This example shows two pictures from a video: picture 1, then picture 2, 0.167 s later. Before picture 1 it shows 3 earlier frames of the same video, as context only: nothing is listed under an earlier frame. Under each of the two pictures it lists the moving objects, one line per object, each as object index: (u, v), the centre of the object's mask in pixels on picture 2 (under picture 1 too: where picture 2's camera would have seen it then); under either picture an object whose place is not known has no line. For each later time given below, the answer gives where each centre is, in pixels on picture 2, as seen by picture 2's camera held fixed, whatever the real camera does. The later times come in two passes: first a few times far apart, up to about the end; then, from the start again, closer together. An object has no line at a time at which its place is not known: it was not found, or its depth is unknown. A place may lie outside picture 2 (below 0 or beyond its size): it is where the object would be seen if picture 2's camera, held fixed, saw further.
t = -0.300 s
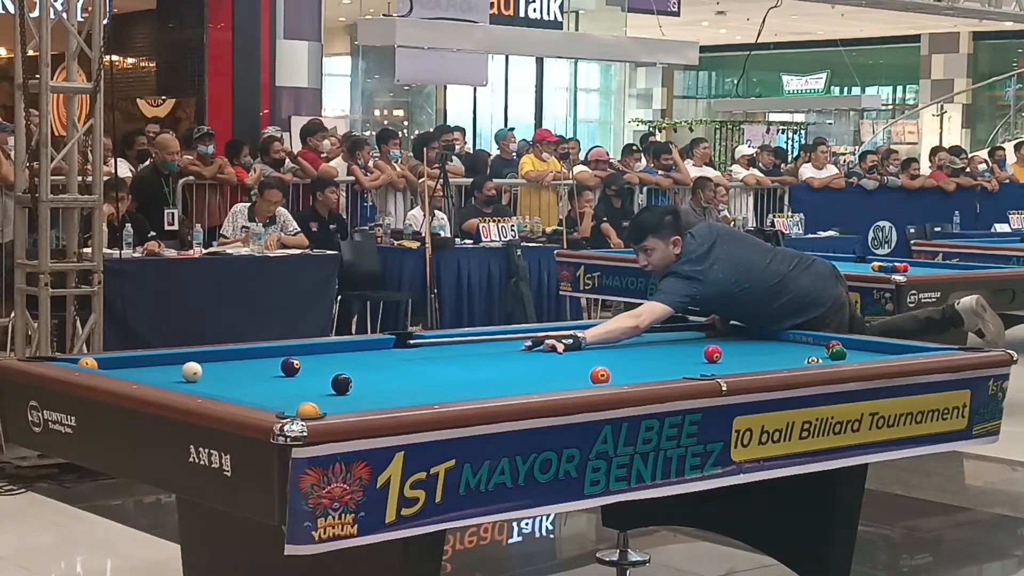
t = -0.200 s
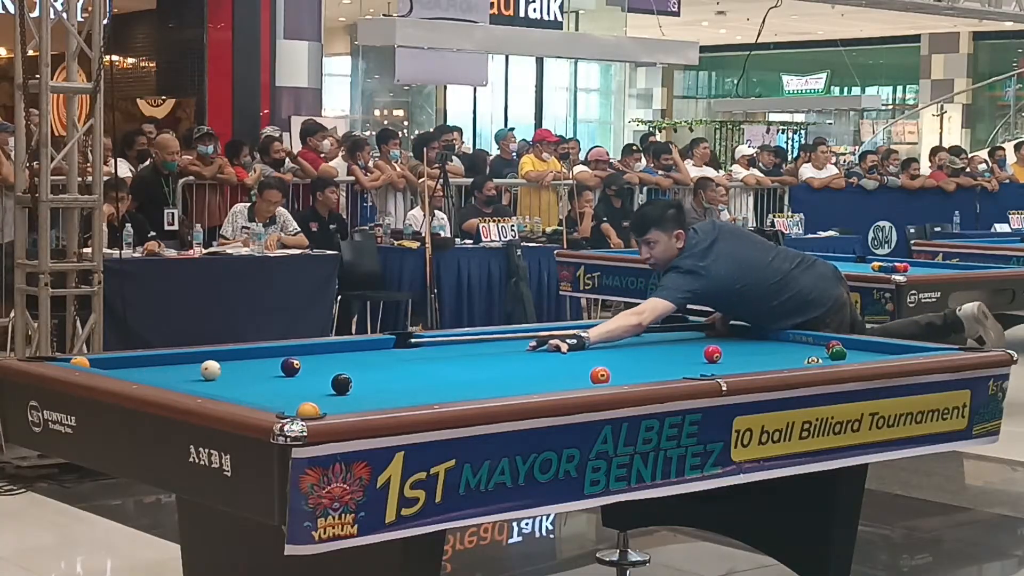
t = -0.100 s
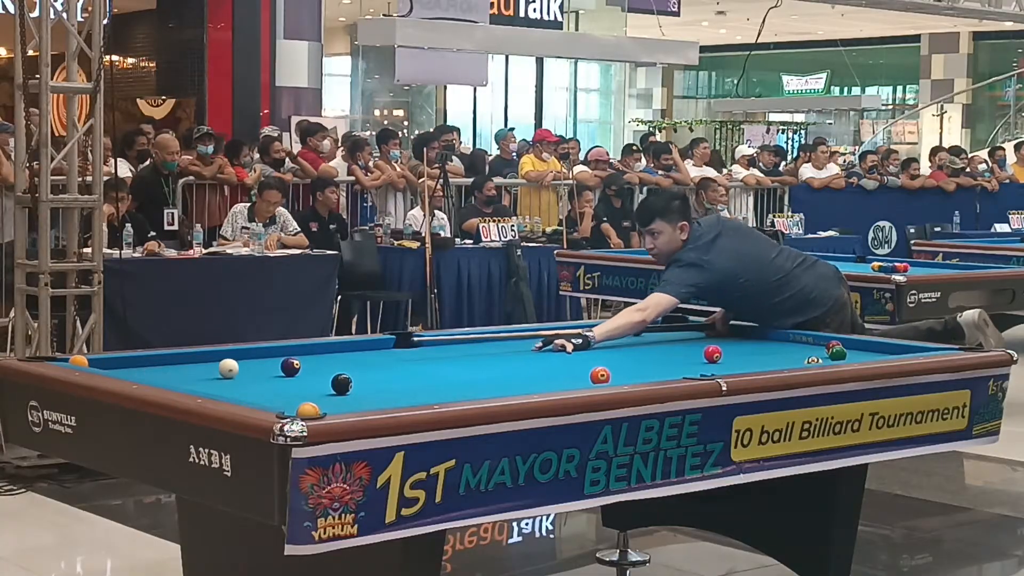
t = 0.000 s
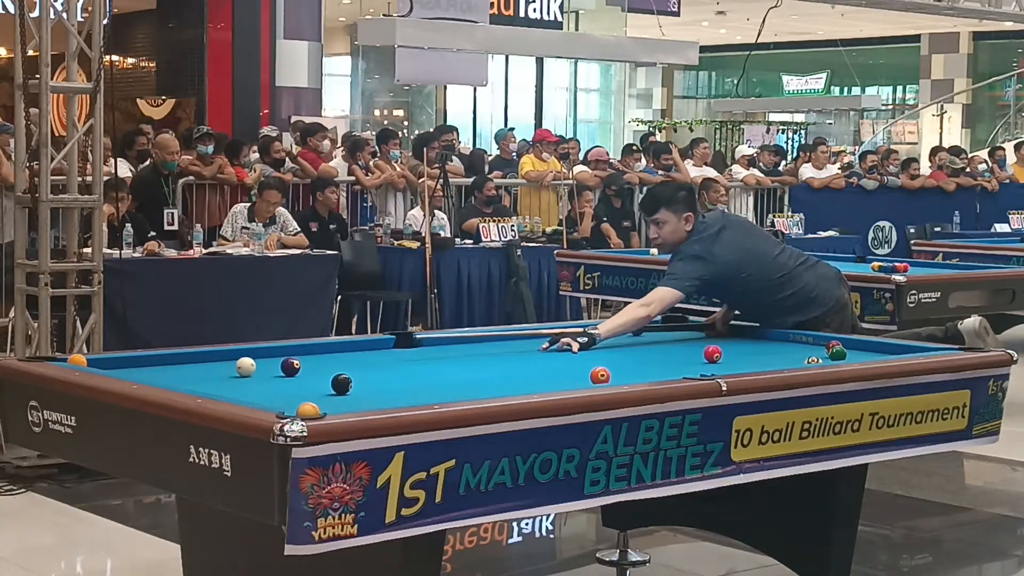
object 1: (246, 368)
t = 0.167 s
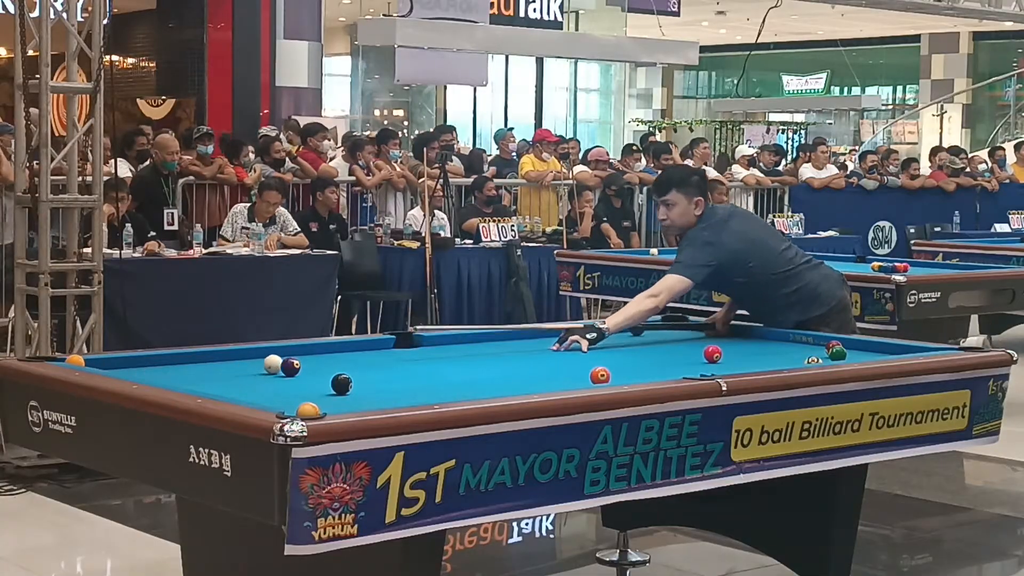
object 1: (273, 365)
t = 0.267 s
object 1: (287, 357)
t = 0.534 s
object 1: (329, 359)
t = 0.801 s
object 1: (365, 356)
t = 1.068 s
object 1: (398, 353)
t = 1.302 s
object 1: (424, 350)
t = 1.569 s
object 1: (452, 347)
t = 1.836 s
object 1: (478, 345)
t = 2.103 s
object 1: (502, 342)
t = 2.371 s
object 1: (523, 340)
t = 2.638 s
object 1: (542, 339)
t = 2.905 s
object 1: (560, 337)
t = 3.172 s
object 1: (576, 335)
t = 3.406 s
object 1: (589, 335)
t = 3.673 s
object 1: (603, 333)
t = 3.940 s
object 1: (616, 332)
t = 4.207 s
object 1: (628, 331)
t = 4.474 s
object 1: (637, 330)
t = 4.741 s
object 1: (645, 329)
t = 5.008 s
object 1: (654, 329)
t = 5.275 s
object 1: (660, 329)
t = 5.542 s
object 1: (665, 328)
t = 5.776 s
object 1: (668, 328)
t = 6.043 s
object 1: (671, 328)
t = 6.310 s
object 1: (672, 328)
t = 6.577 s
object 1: (673, 328)
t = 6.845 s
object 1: (673, 328)
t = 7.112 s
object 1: (672, 328)
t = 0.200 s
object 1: (276, 363)
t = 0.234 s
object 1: (280, 360)
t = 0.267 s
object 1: (287, 357)
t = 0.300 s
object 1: (296, 357)
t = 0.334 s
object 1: (302, 360)
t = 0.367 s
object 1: (305, 361)
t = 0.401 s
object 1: (309, 361)
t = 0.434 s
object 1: (314, 361)
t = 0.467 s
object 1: (319, 360)
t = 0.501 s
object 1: (324, 360)
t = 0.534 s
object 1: (329, 359)
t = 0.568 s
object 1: (333, 359)
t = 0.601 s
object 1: (338, 358)
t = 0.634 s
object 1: (343, 358)
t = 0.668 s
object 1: (347, 357)
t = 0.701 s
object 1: (352, 357)
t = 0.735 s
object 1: (356, 357)
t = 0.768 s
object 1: (361, 356)
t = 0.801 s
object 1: (365, 356)
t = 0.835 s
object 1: (369, 355)
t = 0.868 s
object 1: (374, 355)
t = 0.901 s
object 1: (378, 355)
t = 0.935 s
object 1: (382, 354)
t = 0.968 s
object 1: (386, 354)
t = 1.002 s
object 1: (390, 354)
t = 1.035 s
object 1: (394, 353)
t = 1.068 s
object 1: (398, 353)
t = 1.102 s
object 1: (402, 352)
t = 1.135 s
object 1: (406, 352)
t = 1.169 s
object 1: (410, 352)
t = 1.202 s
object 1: (413, 351)
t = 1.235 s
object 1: (417, 351)
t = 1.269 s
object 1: (421, 351)
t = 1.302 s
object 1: (424, 350)
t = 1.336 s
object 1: (428, 350)
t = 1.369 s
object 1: (432, 350)
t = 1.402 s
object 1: (435, 349)
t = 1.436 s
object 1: (439, 349)
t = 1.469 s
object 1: (442, 348)
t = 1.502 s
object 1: (446, 348)
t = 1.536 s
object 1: (449, 348)
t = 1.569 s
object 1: (452, 347)
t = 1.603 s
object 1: (456, 347)
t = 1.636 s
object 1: (459, 347)
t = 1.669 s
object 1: (462, 346)
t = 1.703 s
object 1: (465, 346)
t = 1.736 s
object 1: (469, 346)
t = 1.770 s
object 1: (472, 345)
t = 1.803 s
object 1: (475, 345)
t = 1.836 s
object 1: (478, 345)
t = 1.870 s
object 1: (481, 344)
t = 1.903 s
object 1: (484, 344)
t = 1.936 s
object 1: (487, 344)
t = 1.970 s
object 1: (490, 344)
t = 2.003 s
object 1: (493, 343)
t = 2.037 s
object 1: (496, 343)
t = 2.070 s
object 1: (499, 343)
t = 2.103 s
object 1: (502, 342)
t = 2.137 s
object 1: (504, 343)
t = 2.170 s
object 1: (507, 342)
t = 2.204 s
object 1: (510, 342)
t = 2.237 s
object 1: (512, 342)
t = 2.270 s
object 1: (515, 341)
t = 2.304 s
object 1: (518, 341)
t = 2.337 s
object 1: (520, 341)
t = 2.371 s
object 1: (523, 340)
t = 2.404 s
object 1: (525, 340)
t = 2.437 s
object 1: (528, 340)
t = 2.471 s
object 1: (530, 339)
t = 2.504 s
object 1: (533, 340)
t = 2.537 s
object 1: (535, 339)
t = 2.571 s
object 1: (538, 339)
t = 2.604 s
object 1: (540, 339)
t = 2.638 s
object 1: (542, 339)
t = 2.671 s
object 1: (544, 338)
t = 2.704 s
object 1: (547, 338)
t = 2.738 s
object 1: (549, 338)
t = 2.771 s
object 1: (551, 338)
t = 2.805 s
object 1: (553, 338)
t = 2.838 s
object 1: (555, 337)
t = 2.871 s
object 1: (557, 337)
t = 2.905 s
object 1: (560, 337)
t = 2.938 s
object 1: (562, 337)
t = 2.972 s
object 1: (564, 337)
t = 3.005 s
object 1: (566, 336)
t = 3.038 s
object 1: (568, 336)
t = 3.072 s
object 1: (570, 336)
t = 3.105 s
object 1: (572, 336)
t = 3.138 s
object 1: (574, 336)
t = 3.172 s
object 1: (576, 335)
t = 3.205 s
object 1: (578, 335)
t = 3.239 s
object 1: (580, 335)
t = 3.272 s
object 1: (582, 335)
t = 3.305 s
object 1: (584, 335)
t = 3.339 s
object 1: (585, 335)
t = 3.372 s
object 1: (587, 335)
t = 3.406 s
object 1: (589, 335)
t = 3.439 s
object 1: (591, 334)
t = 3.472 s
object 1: (593, 334)
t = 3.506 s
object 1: (595, 334)
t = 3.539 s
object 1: (596, 334)
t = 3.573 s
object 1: (598, 334)
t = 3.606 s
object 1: (600, 333)
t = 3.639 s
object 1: (602, 333)
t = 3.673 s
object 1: (603, 333)
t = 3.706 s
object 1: (605, 333)
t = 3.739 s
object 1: (607, 333)
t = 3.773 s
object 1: (608, 333)
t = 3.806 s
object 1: (610, 333)
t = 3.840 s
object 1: (612, 333)
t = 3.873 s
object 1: (613, 332)
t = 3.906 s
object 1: (615, 332)
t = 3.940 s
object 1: (616, 332)
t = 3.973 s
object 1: (618, 332)
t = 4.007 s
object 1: (619, 332)
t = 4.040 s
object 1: (621, 332)
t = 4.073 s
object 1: (622, 332)
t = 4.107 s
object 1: (623, 332)
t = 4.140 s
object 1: (625, 331)
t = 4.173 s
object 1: (626, 331)
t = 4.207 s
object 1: (628, 331)
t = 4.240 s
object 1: (629, 331)
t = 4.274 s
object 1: (630, 331)
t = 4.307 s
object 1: (631, 331)
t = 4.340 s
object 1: (633, 331)
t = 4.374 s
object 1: (634, 331)
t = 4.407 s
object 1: (635, 330)
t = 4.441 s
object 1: (636, 330)
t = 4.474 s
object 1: (637, 330)
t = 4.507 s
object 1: (638, 330)
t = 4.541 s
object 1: (639, 330)
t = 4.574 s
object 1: (640, 330)
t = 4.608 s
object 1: (642, 330)
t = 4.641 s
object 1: (643, 330)
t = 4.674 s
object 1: (644, 330)
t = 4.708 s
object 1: (645, 329)
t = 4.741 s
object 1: (645, 329)
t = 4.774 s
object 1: (647, 329)
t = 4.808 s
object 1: (647, 329)
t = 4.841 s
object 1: (648, 329)
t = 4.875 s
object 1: (649, 329)
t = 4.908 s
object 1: (650, 329)
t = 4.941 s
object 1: (652, 329)
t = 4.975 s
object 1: (653, 329)
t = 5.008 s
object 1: (654, 329)
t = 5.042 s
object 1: (654, 329)
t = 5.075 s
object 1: (655, 329)
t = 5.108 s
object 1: (656, 329)
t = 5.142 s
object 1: (657, 329)
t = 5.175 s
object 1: (658, 329)
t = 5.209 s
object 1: (658, 329)
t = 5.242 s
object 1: (659, 329)
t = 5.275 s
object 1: (660, 329)
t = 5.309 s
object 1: (661, 329)
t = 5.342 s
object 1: (661, 328)
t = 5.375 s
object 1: (662, 329)
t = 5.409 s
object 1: (663, 328)
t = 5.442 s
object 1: (663, 328)
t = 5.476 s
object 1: (664, 328)
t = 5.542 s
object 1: (665, 328)
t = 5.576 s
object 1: (665, 328)
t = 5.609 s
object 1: (666, 328)
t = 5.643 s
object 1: (666, 328)
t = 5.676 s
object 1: (667, 328)
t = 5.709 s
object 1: (667, 328)
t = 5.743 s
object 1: (668, 328)
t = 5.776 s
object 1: (668, 328)
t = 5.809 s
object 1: (669, 328)
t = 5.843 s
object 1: (669, 328)
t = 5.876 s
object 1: (669, 328)
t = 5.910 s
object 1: (670, 328)
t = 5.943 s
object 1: (670, 328)
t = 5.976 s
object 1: (670, 328)
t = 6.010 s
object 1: (670, 328)
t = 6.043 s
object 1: (671, 328)
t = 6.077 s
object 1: (671, 328)
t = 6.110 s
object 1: (671, 328)
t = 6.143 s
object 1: (671, 328)
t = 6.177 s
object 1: (671, 328)
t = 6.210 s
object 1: (672, 328)
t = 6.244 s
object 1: (672, 328)
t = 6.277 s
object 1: (672, 328)
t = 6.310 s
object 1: (672, 328)
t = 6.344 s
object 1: (672, 328)
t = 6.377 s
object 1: (672, 328)
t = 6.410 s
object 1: (673, 328)
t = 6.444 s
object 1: (673, 328)
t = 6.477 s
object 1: (673, 328)
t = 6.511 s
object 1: (673, 328)
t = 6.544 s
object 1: (673, 328)
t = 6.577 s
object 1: (673, 328)
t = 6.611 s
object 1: (673, 328)
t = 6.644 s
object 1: (673, 328)
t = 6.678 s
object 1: (673, 328)
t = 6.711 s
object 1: (673, 328)
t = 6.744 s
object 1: (673, 328)
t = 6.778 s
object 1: (673, 328)
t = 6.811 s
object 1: (673, 328)
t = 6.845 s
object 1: (673, 328)
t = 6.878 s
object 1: (673, 328)
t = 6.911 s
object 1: (673, 328)
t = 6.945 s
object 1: (672, 328)
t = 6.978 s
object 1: (672, 328)
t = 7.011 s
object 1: (673, 328)
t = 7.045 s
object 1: (673, 328)
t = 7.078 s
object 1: (672, 328)
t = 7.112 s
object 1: (672, 328)
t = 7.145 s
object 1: (672, 328)
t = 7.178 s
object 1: (673, 328)
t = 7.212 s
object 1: (673, 328)
